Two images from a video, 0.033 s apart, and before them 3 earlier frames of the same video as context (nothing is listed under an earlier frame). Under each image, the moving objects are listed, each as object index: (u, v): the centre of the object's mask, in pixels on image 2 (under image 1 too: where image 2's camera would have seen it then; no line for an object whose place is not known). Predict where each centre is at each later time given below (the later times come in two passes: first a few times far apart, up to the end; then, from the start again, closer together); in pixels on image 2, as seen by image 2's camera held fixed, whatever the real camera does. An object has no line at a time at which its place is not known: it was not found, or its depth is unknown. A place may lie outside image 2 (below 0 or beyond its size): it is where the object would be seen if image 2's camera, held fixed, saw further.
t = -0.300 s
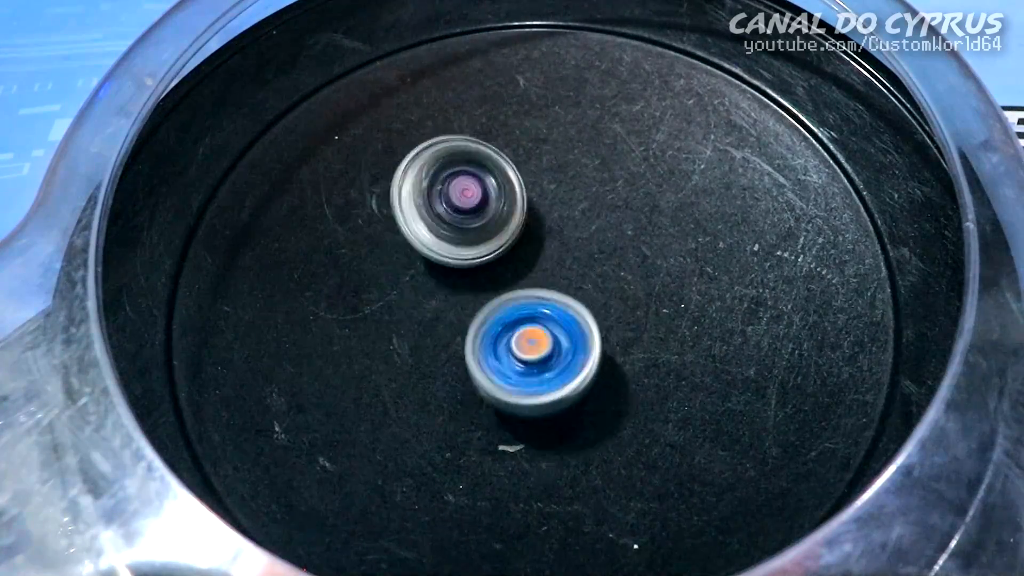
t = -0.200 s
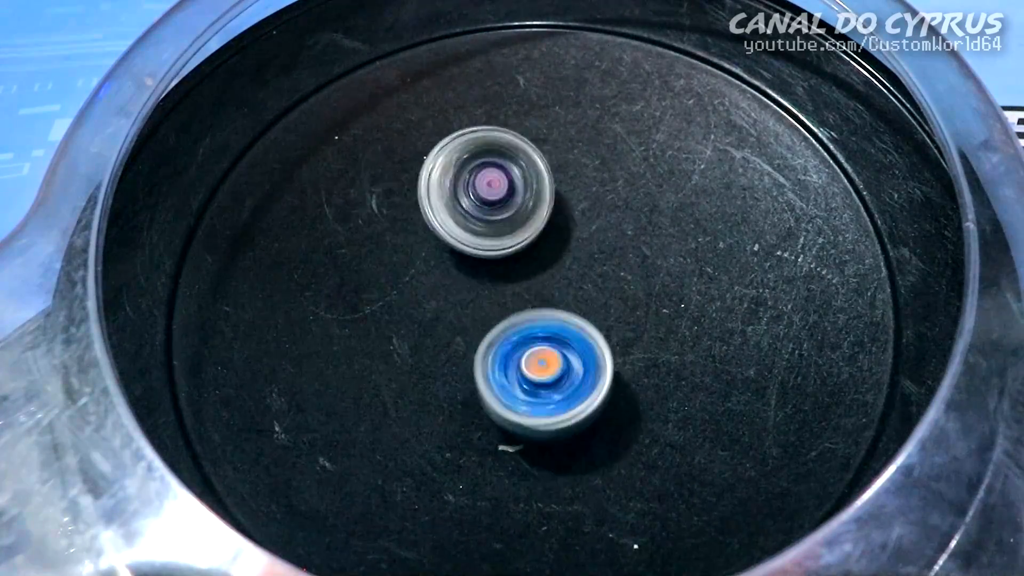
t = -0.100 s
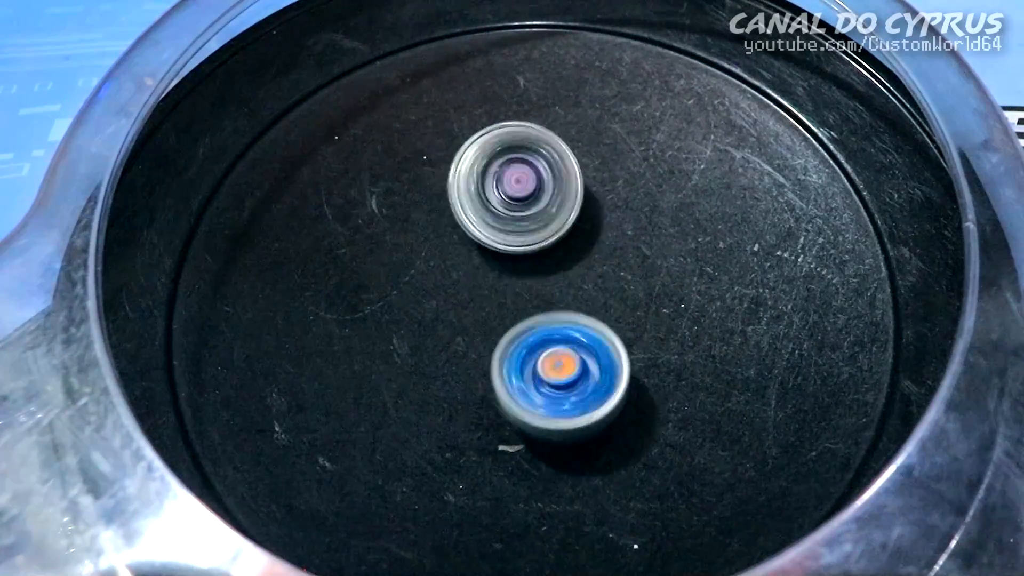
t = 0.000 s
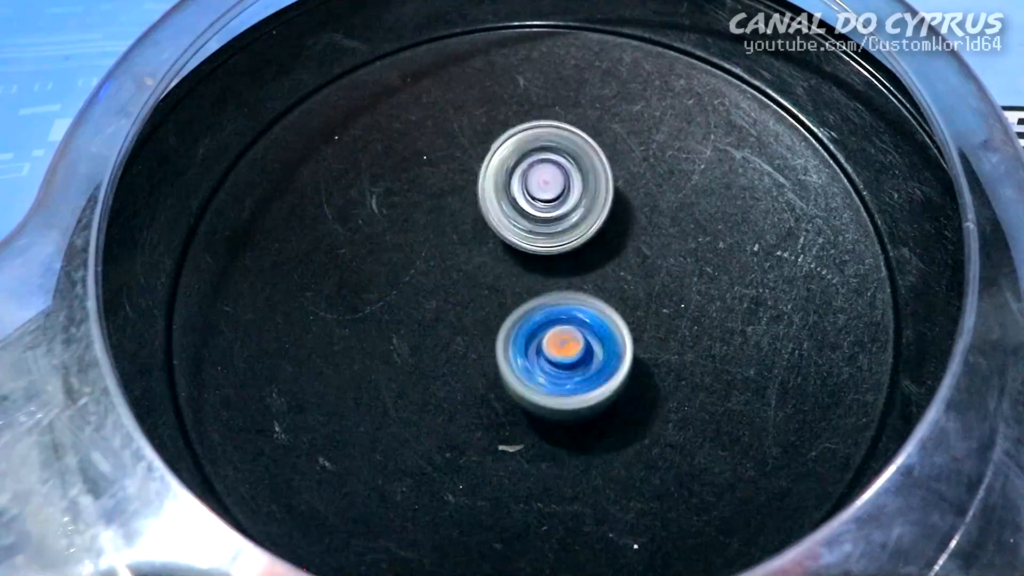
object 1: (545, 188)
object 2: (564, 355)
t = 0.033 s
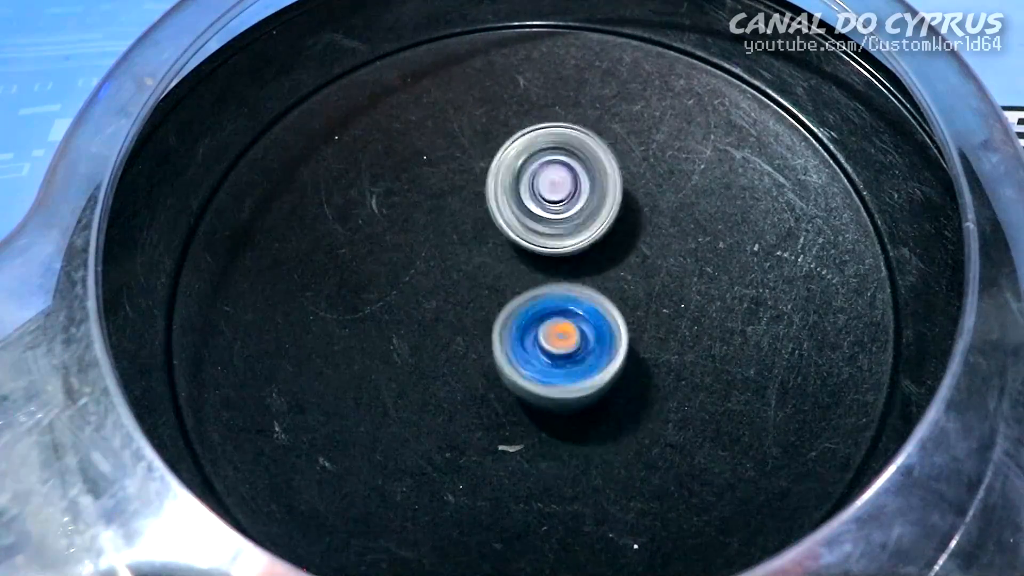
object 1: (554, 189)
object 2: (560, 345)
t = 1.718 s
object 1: (422, 376)
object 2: (568, 329)
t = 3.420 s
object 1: (655, 281)
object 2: (513, 363)
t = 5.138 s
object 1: (447, 226)
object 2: (557, 348)
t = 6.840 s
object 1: (532, 395)
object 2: (427, 297)
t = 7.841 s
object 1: (509, 289)
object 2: (652, 128)
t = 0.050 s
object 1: (559, 189)
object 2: (558, 342)
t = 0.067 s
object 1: (564, 190)
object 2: (554, 338)
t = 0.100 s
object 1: (573, 192)
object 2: (547, 329)
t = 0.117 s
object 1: (578, 194)
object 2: (542, 325)
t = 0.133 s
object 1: (582, 196)
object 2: (537, 320)
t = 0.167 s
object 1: (592, 199)
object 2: (528, 314)
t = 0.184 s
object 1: (595, 201)
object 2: (523, 309)
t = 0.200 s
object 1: (600, 203)
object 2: (519, 307)
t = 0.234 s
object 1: (609, 207)
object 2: (508, 300)
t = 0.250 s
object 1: (613, 209)
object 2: (503, 298)
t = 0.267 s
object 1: (617, 212)
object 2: (496, 296)
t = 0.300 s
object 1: (625, 217)
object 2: (487, 292)
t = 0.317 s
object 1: (628, 220)
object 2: (480, 290)
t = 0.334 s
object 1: (632, 222)
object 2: (476, 288)
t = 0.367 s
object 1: (639, 229)
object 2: (465, 286)
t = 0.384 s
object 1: (642, 232)
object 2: (461, 286)
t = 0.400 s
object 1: (646, 236)
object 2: (456, 286)
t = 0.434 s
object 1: (651, 242)
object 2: (448, 287)
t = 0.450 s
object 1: (654, 246)
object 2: (444, 288)
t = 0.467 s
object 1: (656, 249)
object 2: (440, 289)
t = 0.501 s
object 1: (661, 258)
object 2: (435, 293)
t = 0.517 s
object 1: (662, 261)
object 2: (434, 294)
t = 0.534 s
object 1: (664, 265)
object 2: (434, 296)
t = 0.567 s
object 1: (667, 273)
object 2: (435, 300)
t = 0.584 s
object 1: (668, 278)
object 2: (437, 303)
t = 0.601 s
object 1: (670, 281)
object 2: (439, 304)
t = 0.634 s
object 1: (671, 291)
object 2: (447, 305)
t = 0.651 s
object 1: (671, 295)
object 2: (450, 307)
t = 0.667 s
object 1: (672, 300)
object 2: (454, 307)
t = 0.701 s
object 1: (671, 308)
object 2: (465, 307)
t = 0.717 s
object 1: (671, 314)
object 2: (470, 306)
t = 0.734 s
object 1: (672, 318)
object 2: (477, 305)
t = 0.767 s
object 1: (670, 328)
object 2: (486, 302)
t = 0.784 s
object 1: (669, 331)
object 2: (494, 300)
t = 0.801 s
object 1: (667, 336)
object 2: (498, 298)
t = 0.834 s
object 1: (664, 344)
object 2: (510, 292)
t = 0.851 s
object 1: (662, 349)
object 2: (514, 291)
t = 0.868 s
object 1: (660, 354)
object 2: (518, 287)
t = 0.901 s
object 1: (656, 362)
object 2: (529, 282)
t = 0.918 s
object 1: (654, 366)
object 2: (532, 278)
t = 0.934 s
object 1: (650, 368)
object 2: (539, 273)
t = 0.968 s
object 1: (645, 377)
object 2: (545, 267)
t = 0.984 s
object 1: (641, 380)
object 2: (550, 262)
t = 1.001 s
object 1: (638, 385)
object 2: (553, 259)
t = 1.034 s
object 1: (630, 390)
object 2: (558, 251)
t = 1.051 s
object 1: (626, 394)
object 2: (559, 249)
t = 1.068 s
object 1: (622, 395)
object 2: (560, 245)
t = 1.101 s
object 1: (613, 401)
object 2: (563, 239)
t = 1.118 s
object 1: (608, 403)
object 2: (562, 236)
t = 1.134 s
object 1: (603, 406)
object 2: (564, 233)
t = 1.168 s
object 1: (593, 409)
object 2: (562, 229)
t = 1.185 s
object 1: (587, 411)
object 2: (562, 227)
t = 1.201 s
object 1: (582, 411)
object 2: (561, 226)
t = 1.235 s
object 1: (571, 415)
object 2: (558, 224)
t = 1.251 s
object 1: (566, 415)
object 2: (556, 224)
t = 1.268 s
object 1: (560, 416)
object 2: (553, 225)
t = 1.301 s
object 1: (550, 417)
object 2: (550, 228)
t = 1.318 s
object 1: (544, 418)
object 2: (547, 231)
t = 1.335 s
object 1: (539, 417)
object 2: (546, 233)
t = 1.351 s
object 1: (533, 418)
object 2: (545, 236)
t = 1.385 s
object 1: (522, 417)
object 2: (541, 243)
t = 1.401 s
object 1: (516, 417)
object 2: (540, 247)
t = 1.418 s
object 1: (510, 415)
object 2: (538, 253)
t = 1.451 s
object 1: (498, 414)
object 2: (539, 260)
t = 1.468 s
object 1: (493, 412)
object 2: (538, 266)
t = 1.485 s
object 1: (488, 411)
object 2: (539, 269)
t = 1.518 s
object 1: (477, 407)
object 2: (541, 280)
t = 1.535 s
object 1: (472, 406)
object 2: (542, 284)
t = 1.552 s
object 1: (467, 403)
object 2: (544, 288)
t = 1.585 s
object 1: (457, 399)
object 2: (547, 298)
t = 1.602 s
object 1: (452, 396)
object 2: (550, 301)
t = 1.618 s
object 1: (448, 394)
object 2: (552, 307)
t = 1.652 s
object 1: (439, 388)
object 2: (557, 314)
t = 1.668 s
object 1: (434, 385)
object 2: (560, 318)
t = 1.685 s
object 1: (430, 382)
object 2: (561, 322)
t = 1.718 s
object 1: (422, 376)
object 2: (568, 329)
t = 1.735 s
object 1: (419, 372)
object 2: (570, 332)
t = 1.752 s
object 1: (416, 369)
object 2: (574, 333)
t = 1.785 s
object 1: (409, 361)
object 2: (578, 337)
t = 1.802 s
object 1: (407, 357)
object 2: (582, 339)
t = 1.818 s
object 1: (405, 353)
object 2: (585, 340)
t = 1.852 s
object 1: (399, 346)
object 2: (590, 341)
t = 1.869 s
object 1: (398, 341)
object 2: (593, 342)
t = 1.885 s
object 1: (396, 337)
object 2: (595, 341)
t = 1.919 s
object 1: (393, 329)
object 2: (598, 339)
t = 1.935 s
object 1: (392, 325)
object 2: (598, 337)
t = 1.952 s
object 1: (392, 320)
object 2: (597, 336)
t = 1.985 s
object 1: (392, 312)
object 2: (596, 332)
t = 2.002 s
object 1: (392, 308)
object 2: (592, 331)
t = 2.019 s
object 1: (391, 304)
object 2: (591, 327)
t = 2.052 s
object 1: (392, 296)
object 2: (585, 323)
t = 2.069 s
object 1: (393, 291)
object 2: (581, 320)
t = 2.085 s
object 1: (394, 287)
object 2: (578, 318)
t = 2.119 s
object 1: (396, 279)
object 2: (567, 315)
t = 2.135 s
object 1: (397, 275)
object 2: (564, 313)
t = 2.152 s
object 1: (398, 271)
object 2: (559, 312)
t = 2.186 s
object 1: (402, 264)
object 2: (548, 309)
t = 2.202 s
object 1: (404, 259)
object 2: (544, 309)
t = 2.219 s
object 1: (406, 256)
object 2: (538, 308)
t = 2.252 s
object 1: (410, 248)
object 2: (528, 307)
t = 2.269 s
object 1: (411, 245)
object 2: (523, 307)
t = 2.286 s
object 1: (413, 240)
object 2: (516, 307)
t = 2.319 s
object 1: (417, 234)
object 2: (513, 309)
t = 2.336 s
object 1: (420, 231)
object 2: (515, 312)
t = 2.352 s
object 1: (423, 229)
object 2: (517, 315)
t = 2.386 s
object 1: (431, 224)
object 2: (521, 324)
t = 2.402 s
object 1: (435, 222)
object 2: (523, 326)
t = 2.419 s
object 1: (438, 220)
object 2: (527, 330)
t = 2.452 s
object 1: (446, 216)
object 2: (532, 335)
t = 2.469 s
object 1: (450, 214)
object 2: (536, 336)
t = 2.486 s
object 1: (455, 212)
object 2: (540, 339)
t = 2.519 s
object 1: (464, 210)
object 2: (546, 340)
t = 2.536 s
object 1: (468, 208)
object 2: (550, 341)
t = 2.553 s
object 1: (473, 207)
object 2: (553, 342)
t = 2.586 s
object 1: (482, 205)
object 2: (561, 340)
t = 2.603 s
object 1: (486, 204)
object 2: (564, 339)
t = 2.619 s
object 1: (492, 203)
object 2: (566, 337)
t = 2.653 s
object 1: (502, 202)
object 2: (572, 331)
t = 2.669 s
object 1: (507, 201)
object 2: (572, 329)
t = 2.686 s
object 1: (511, 202)
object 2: (573, 325)
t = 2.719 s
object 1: (522, 201)
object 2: (573, 319)
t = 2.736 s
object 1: (527, 201)
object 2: (572, 316)
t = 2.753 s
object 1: (532, 200)
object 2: (572, 313)
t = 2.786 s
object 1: (541, 199)
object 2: (567, 309)
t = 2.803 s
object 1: (546, 197)
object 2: (565, 309)
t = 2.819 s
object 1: (551, 195)
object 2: (563, 316)
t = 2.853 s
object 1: (560, 191)
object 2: (560, 327)
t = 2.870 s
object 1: (565, 191)
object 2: (560, 331)
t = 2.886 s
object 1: (569, 192)
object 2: (558, 337)
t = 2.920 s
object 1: (577, 193)
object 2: (555, 347)
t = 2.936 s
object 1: (581, 195)
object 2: (555, 352)
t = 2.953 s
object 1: (585, 196)
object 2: (554, 358)
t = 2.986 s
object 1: (592, 200)
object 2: (550, 366)
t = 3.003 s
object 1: (596, 201)
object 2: (549, 371)
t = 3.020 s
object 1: (600, 204)
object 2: (547, 377)
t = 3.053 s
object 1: (607, 207)
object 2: (546, 384)
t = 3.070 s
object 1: (610, 210)
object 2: (545, 389)
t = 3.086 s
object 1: (614, 212)
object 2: (543, 391)
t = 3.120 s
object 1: (621, 217)
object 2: (543, 395)
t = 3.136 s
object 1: (624, 220)
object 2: (541, 397)
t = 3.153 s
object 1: (626, 223)
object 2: (541, 397)
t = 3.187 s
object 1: (633, 229)
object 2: (540, 399)
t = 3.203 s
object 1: (635, 232)
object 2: (538, 398)
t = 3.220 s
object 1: (637, 235)
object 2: (537, 397)
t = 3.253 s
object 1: (642, 241)
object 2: (535, 395)
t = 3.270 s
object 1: (644, 246)
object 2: (533, 392)
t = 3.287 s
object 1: (646, 249)
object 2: (532, 389)
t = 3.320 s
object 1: (649, 258)
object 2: (527, 385)
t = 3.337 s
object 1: (650, 260)
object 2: (525, 381)
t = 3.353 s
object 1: (652, 265)
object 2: (524, 378)
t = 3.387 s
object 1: (653, 273)
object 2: (517, 371)
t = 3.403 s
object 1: (655, 278)
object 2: (515, 366)
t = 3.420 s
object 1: (655, 281)
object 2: (513, 363)
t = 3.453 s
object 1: (656, 290)
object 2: (506, 355)
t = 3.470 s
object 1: (655, 294)
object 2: (504, 350)
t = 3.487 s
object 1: (656, 300)
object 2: (501, 347)
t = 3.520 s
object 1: (655, 308)
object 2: (495, 338)
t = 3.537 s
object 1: (655, 313)
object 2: (494, 333)
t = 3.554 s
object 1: (654, 317)
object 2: (492, 330)
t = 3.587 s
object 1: (652, 326)
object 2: (486, 320)
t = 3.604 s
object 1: (651, 331)
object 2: (484, 316)
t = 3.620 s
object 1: (650, 337)
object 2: (482, 313)
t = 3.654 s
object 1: (647, 345)
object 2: (478, 302)
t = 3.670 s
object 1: (645, 348)
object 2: (476, 299)
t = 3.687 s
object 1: (643, 353)
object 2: (474, 295)
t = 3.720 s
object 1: (637, 360)
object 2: (471, 285)
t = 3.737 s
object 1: (635, 365)
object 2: (470, 282)
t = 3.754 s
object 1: (633, 368)
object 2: (467, 278)
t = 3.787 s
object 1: (626, 376)
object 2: (466, 269)
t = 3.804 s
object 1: (622, 378)
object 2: (465, 267)
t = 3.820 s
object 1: (619, 382)
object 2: (463, 262)
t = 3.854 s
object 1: (611, 387)
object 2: (463, 255)
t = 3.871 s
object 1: (606, 391)
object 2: (462, 254)
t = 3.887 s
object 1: (602, 392)
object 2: (461, 250)
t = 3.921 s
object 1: (593, 396)
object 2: (463, 246)
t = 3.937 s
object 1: (588, 398)
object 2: (463, 244)
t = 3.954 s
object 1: (583, 401)
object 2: (464, 241)
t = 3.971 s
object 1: (578, 402)
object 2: (466, 239)
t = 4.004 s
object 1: (568, 404)
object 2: (467, 235)
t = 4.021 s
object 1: (564, 406)
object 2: (470, 234)
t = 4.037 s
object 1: (558, 408)
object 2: (472, 233)
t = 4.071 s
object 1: (548, 409)
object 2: (475, 230)
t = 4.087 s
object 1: (543, 410)
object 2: (479, 229)
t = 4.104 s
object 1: (538, 411)
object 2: (482, 229)
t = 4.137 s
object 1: (528, 411)
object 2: (486, 228)
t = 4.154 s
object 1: (522, 411)
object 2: (491, 229)
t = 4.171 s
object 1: (516, 410)
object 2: (494, 229)
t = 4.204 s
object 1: (505, 408)
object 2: (500, 229)
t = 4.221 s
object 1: (501, 408)
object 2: (505, 231)
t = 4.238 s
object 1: (496, 406)
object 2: (508, 232)
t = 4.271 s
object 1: (486, 403)
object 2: (515, 233)
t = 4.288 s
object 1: (481, 402)
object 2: (520, 235)
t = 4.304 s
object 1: (477, 401)
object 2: (523, 237)
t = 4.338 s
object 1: (468, 396)
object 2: (531, 239)
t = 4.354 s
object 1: (463, 394)
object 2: (536, 242)
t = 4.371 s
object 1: (458, 392)
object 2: (538, 244)
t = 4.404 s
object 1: (449, 387)
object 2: (546, 246)
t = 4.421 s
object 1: (446, 383)
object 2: (551, 249)
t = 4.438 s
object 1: (442, 381)
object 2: (552, 252)
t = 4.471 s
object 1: (434, 375)
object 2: (560, 255)
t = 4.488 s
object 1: (430, 371)
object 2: (565, 259)
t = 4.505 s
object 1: (427, 368)
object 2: (566, 261)
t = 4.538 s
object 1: (422, 361)
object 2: (572, 265)
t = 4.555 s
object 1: (419, 358)
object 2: (576, 269)
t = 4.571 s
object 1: (416, 354)
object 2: (578, 271)
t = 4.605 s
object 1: (412, 346)
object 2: (584, 277)
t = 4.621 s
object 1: (410, 342)
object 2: (586, 281)
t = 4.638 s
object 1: (409, 338)
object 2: (587, 283)
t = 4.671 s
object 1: (406, 330)
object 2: (592, 288)
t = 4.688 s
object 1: (405, 326)
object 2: (593, 293)
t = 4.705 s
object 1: (405, 322)
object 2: (594, 295)
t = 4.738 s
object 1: (405, 313)
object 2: (598, 301)
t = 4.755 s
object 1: (404, 310)
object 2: (597, 305)
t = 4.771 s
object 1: (405, 306)
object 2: (597, 308)
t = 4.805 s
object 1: (406, 298)
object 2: (599, 313)
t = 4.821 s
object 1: (407, 293)
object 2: (597, 317)
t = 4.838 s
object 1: (407, 290)
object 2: (597, 319)
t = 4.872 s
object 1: (410, 281)
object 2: (597, 323)
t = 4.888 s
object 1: (410, 278)
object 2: (594, 327)
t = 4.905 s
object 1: (412, 273)
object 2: (593, 329)
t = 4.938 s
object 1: (416, 265)
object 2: (591, 334)
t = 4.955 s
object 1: (417, 262)
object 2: (587, 335)
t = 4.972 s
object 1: (419, 258)
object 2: (586, 337)
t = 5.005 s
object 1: (424, 251)
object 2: (582, 341)
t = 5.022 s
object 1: (427, 247)
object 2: (577, 343)
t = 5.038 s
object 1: (429, 244)
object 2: (575, 343)
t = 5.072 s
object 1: (435, 237)
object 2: (571, 346)
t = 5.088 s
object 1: (437, 234)
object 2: (565, 346)
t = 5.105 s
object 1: (441, 231)
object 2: (563, 347)
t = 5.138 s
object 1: (447, 226)
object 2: (557, 348)
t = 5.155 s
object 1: (451, 224)
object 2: (550, 349)
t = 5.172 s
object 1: (454, 221)
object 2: (547, 348)
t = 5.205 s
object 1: (462, 217)
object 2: (541, 349)
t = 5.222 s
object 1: (465, 215)
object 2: (534, 347)
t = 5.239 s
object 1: (470, 214)
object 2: (530, 347)
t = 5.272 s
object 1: (478, 211)
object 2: (525, 347)
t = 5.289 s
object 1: (482, 209)
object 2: (519, 345)
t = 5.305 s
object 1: (486, 208)
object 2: (515, 344)
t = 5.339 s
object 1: (496, 206)
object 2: (511, 342)
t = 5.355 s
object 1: (500, 205)
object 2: (506, 340)
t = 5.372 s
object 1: (505, 204)
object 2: (502, 338)
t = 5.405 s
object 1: (514, 203)
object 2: (499, 335)
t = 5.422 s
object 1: (519, 203)
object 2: (494, 333)
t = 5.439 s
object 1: (523, 203)
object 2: (490, 330)
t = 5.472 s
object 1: (532, 203)
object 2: (488, 325)
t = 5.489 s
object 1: (538, 202)
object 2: (484, 323)
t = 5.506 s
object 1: (542, 203)
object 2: (481, 320)
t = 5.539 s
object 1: (552, 204)
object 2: (479, 314)
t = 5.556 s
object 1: (556, 205)
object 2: (477, 312)
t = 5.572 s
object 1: (561, 206)
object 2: (474, 309)
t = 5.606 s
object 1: (570, 208)
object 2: (474, 302)
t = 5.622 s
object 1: (575, 209)
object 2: (473, 301)
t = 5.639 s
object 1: (578, 211)
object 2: (471, 297)
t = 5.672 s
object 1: (587, 214)
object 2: (473, 290)
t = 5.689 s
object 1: (591, 215)
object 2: (472, 289)
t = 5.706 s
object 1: (596, 218)
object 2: (471, 285)
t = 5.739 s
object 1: (603, 222)
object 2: (474, 279)
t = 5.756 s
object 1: (607, 224)
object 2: (474, 278)
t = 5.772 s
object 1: (611, 226)
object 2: (474, 274)
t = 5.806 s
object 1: (618, 231)
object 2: (479, 269)
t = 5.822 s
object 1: (622, 234)
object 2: (480, 268)
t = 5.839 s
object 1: (625, 237)
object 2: (480, 266)
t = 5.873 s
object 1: (631, 243)
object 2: (485, 261)
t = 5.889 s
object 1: (633, 245)
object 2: (488, 260)
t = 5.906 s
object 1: (637, 250)
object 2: (489, 259)
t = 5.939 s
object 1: (641, 256)
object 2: (495, 255)
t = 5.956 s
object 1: (643, 260)
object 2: (499, 254)
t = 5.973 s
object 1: (645, 262)
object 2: (500, 254)
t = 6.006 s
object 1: (648, 270)
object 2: (507, 251)
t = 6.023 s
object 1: (649, 274)
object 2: (511, 251)
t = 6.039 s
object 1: (651, 279)
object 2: (513, 252)
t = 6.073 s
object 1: (653, 287)
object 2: (520, 250)
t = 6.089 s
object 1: (653, 290)
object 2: (524, 251)
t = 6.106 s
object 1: (654, 295)
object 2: (526, 253)
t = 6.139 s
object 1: (653, 303)
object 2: (532, 252)
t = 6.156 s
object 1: (654, 309)
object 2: (537, 254)
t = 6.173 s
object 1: (658, 314)
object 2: (534, 248)
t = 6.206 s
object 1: (669, 328)
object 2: (515, 234)
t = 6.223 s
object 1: (671, 337)
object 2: (504, 229)
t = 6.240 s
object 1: (672, 345)
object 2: (491, 223)
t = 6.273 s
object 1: (669, 359)
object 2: (471, 218)
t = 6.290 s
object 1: (665, 363)
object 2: (465, 218)
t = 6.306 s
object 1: (664, 369)
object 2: (461, 217)
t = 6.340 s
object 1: (659, 375)
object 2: (453, 217)
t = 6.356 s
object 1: (657, 378)
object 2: (447, 216)
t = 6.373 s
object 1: (654, 379)
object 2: (441, 216)
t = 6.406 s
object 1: (648, 384)
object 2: (434, 216)
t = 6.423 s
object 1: (645, 387)
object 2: (430, 218)
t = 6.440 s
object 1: (642, 389)
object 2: (425, 217)
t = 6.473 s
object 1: (635, 393)
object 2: (418, 220)
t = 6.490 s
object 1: (631, 394)
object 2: (415, 222)
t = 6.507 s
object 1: (627, 396)
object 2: (412, 225)
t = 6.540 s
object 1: (619, 398)
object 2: (408, 227)
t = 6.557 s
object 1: (615, 399)
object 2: (409, 231)
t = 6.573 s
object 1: (611, 400)
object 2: (409, 234)
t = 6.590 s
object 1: (606, 401)
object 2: (407, 239)
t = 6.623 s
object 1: (597, 402)
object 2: (407, 243)
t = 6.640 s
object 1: (592, 401)
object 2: (409, 247)
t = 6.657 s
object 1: (587, 402)
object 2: (411, 251)
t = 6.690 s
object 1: (578, 402)
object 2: (413, 262)
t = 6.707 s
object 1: (572, 402)
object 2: (414, 264)
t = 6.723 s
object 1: (568, 401)
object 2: (414, 268)
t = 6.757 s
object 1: (557, 400)
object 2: (418, 275)
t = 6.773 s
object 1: (553, 400)
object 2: (421, 279)
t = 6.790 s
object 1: (547, 399)
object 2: (423, 282)
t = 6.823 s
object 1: (537, 397)
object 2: (427, 292)
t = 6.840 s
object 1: (532, 395)
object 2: (427, 297)
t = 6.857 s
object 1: (527, 394)
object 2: (428, 301)
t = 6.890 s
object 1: (520, 396)
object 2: (427, 296)
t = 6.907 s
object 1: (517, 398)
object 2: (424, 289)
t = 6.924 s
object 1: (512, 397)
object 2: (422, 287)
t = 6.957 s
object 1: (503, 393)
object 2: (422, 283)
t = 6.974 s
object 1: (499, 391)
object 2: (424, 283)
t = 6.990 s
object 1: (499, 395)
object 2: (420, 273)
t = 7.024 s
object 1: (500, 405)
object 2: (407, 250)
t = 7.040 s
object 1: (499, 408)
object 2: (407, 238)
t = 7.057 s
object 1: (498, 408)
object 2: (405, 230)
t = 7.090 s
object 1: (494, 403)
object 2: (408, 223)
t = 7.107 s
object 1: (492, 401)
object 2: (410, 223)
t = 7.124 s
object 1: (490, 397)
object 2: (415, 221)
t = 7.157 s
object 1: (486, 391)
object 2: (422, 220)
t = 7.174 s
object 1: (484, 386)
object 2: (425, 220)
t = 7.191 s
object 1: (482, 383)
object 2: (427, 219)
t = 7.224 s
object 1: (480, 375)
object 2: (432, 219)
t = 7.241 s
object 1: (480, 371)
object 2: (436, 218)
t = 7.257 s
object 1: (478, 368)
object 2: (440, 219)
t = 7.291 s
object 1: (477, 360)
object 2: (450, 219)
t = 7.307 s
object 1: (477, 355)
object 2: (456, 218)
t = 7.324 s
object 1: (476, 351)
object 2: (463, 220)
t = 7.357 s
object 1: (476, 343)
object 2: (478, 221)
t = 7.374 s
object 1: (477, 339)
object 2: (487, 221)
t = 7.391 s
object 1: (475, 336)
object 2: (500, 219)
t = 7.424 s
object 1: (471, 340)
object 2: (540, 212)
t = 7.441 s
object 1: (467, 340)
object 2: (561, 209)
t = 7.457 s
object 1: (465, 340)
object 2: (581, 201)
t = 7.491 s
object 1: (464, 335)
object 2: (609, 180)
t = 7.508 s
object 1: (465, 334)
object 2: (620, 169)
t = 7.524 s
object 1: (466, 331)
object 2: (628, 158)
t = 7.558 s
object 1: (469, 326)
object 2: (643, 142)
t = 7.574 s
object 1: (470, 324)
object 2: (647, 135)
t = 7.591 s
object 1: (472, 322)
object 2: (650, 129)
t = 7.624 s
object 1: (475, 317)
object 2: (652, 120)
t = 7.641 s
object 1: (477, 314)
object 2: (651, 119)
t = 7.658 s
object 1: (480, 312)
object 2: (651, 120)
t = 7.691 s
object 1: (484, 307)
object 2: (651, 125)
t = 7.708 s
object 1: (486, 305)
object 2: (651, 127)
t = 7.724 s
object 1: (489, 303)
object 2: (651, 128)
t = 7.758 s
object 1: (494, 298)
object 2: (652, 128)
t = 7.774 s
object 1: (497, 296)
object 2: (652, 128)
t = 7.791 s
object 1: (500, 294)
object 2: (652, 128)
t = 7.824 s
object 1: (506, 291)
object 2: (652, 128)
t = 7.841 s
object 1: (509, 289)
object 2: (652, 128)
